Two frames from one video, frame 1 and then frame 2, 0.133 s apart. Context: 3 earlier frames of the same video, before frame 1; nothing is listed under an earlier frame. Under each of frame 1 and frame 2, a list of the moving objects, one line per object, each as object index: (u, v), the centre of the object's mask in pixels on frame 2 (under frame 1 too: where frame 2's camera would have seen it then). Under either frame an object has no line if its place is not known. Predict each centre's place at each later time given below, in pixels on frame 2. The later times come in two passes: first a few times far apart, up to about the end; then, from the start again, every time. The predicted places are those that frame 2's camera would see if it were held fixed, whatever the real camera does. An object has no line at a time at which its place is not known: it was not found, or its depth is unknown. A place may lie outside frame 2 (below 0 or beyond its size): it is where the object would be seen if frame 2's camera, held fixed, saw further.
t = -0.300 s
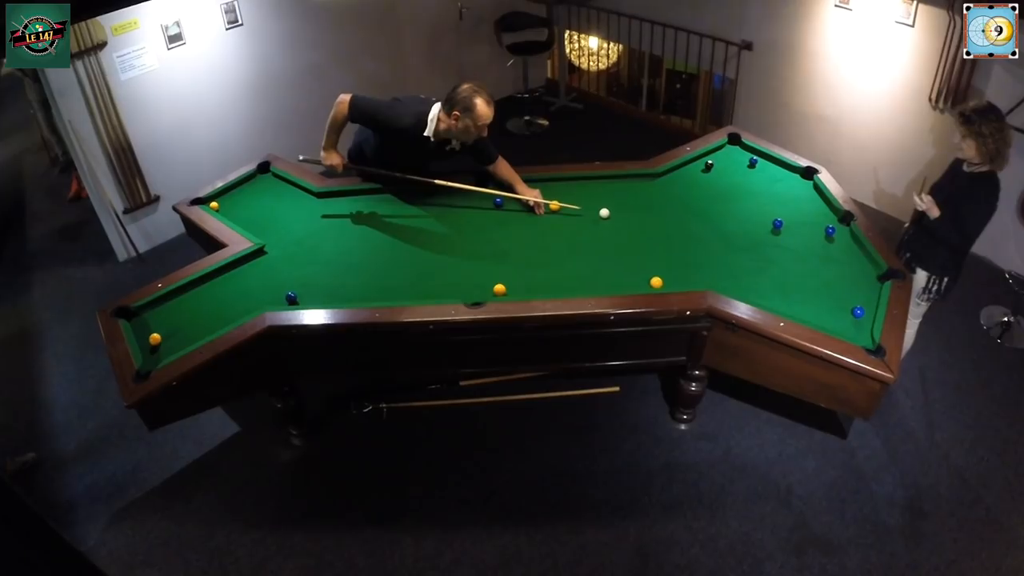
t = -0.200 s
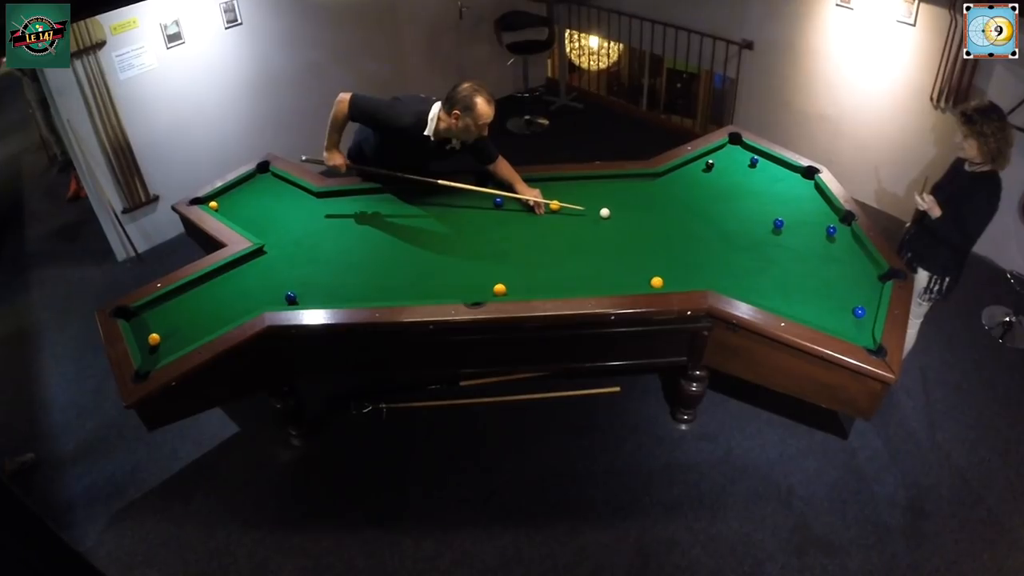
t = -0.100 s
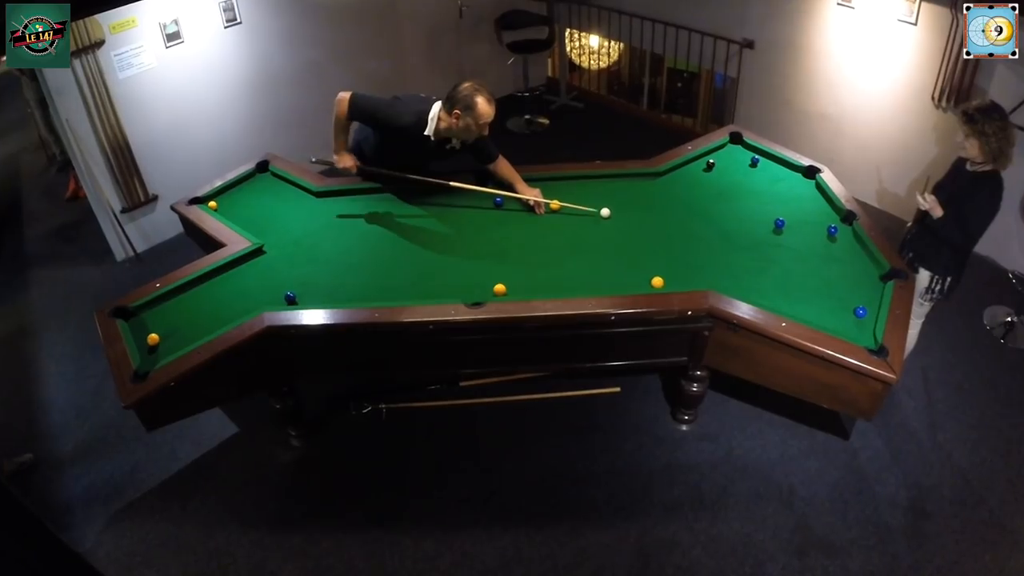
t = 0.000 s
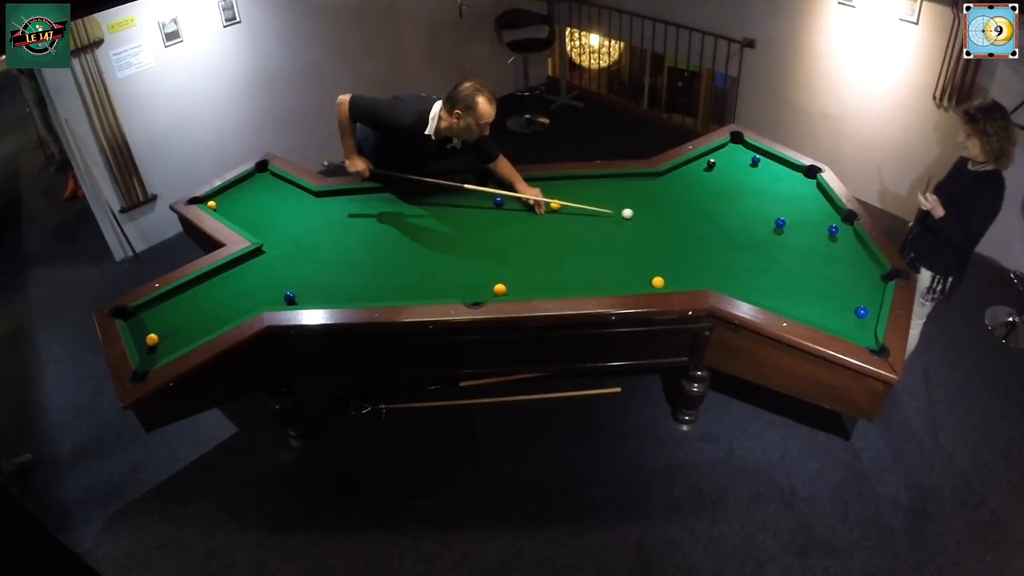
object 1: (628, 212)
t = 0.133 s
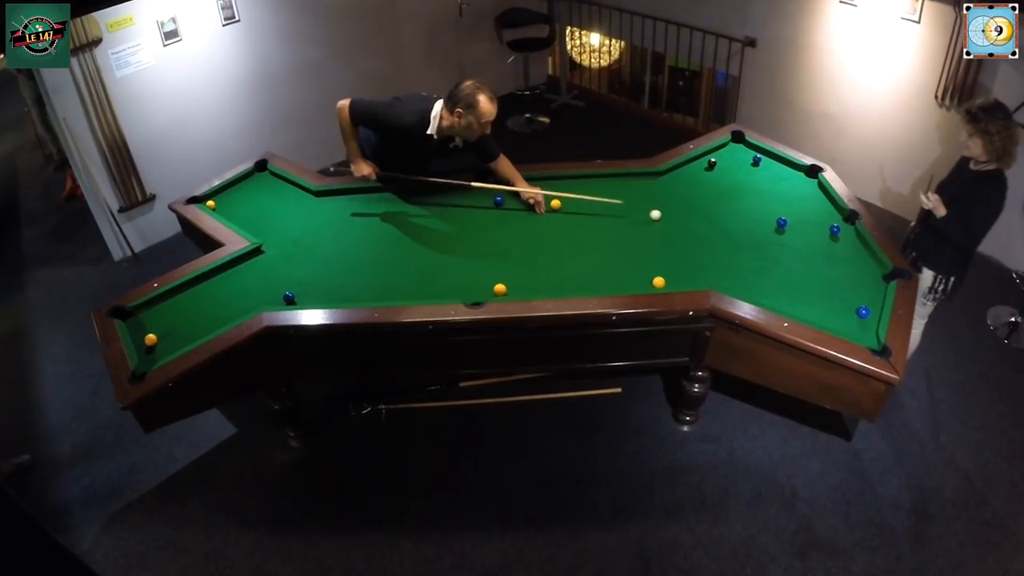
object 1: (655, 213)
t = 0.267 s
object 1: (681, 215)
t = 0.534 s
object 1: (732, 219)
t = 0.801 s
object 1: (772, 224)
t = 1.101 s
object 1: (785, 230)
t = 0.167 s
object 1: (661, 214)
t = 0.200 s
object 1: (668, 215)
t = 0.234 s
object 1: (675, 215)
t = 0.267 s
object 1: (681, 215)
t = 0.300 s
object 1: (688, 216)
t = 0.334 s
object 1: (694, 216)
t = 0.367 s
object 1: (700, 217)
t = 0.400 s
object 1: (707, 217)
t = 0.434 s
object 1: (713, 218)
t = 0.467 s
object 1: (719, 218)
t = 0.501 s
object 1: (725, 219)
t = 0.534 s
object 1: (732, 219)
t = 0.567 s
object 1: (738, 220)
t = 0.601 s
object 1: (744, 221)
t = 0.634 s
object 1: (750, 221)
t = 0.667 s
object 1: (756, 222)
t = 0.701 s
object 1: (762, 222)
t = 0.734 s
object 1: (767, 223)
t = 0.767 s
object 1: (771, 223)
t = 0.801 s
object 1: (772, 224)
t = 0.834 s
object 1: (773, 225)
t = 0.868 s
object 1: (774, 226)
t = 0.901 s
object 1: (776, 226)
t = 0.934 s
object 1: (777, 227)
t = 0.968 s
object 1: (779, 227)
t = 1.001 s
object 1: (781, 228)
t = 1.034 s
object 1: (782, 229)
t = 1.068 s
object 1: (784, 229)
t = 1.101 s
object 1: (785, 230)
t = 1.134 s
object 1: (787, 231)
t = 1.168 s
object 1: (788, 231)
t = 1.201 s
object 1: (790, 232)
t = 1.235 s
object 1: (791, 233)
